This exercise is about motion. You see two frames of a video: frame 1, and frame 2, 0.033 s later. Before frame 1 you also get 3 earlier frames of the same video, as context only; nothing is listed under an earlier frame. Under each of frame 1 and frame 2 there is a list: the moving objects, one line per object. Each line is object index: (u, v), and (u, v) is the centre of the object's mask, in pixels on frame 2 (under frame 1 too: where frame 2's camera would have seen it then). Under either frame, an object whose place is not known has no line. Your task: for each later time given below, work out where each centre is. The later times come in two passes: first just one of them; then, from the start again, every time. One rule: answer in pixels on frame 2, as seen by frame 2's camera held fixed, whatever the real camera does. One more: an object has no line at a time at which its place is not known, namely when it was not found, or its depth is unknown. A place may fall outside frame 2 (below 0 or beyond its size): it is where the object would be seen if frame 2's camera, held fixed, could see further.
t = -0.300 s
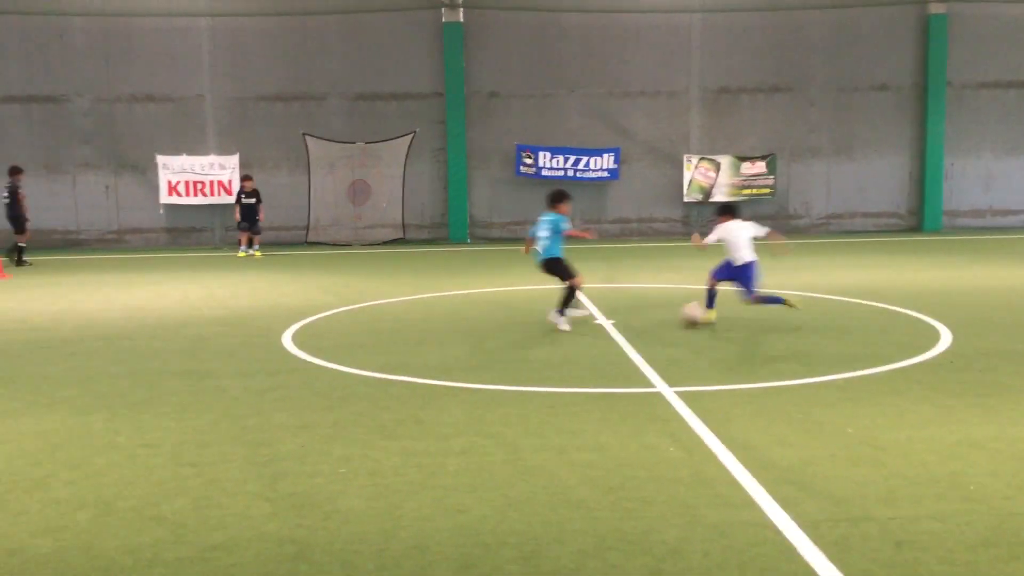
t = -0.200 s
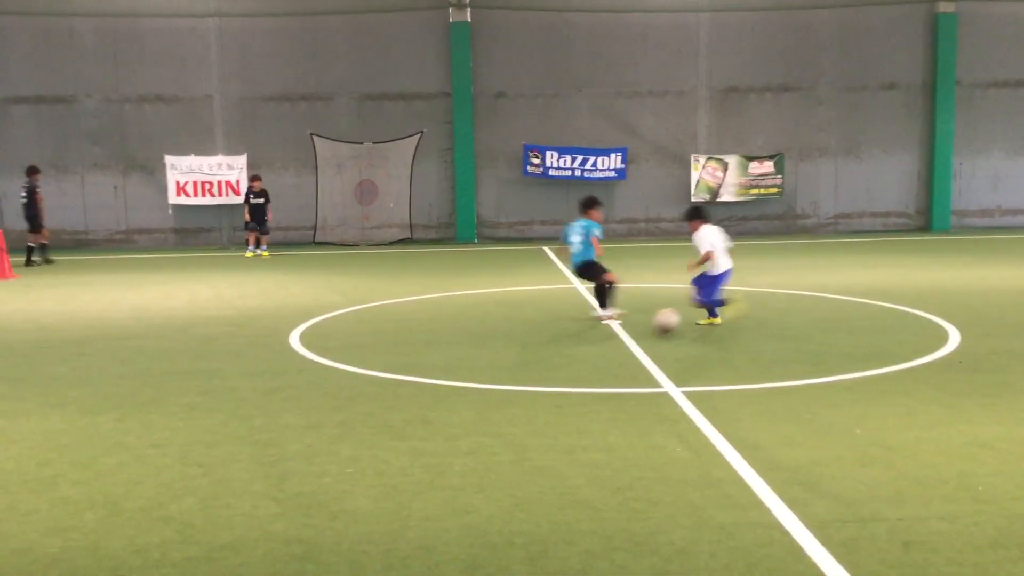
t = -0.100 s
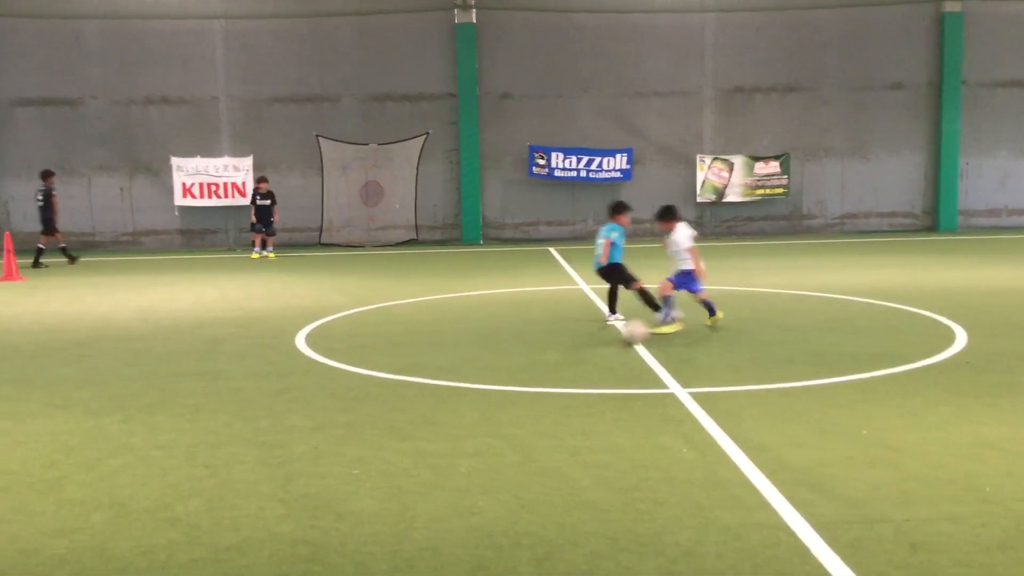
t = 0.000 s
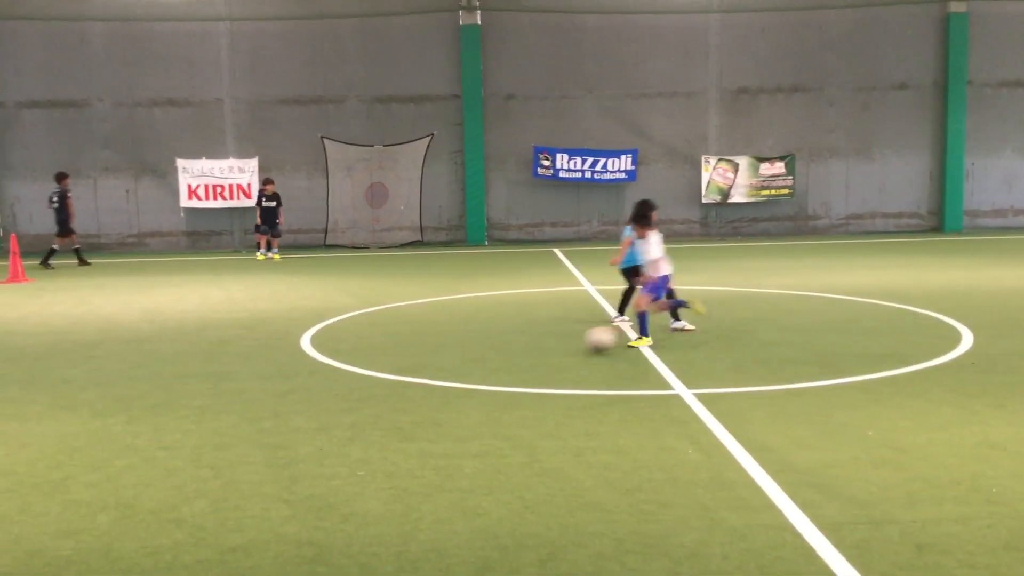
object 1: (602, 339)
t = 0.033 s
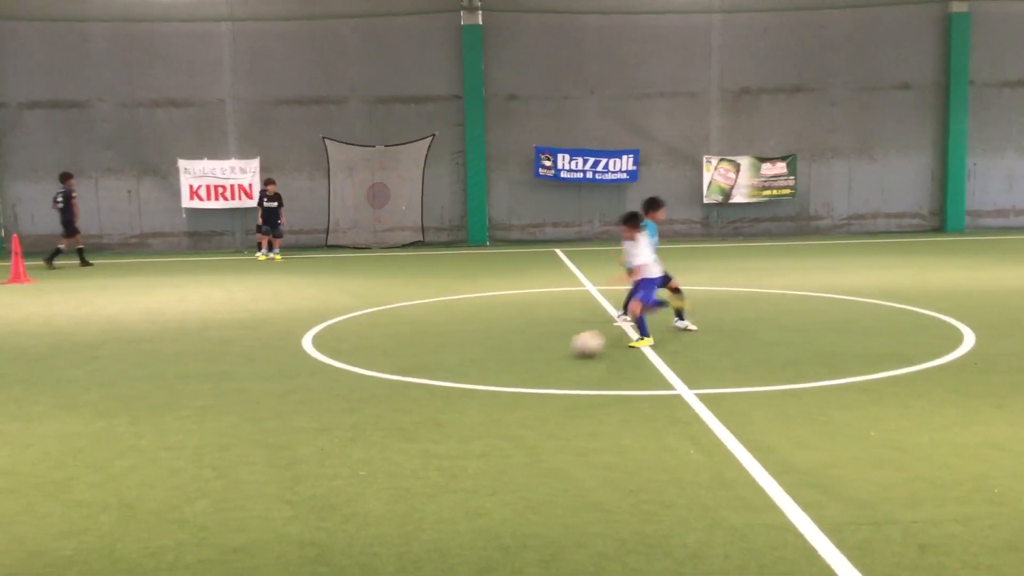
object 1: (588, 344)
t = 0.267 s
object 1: (482, 361)
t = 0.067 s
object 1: (573, 346)
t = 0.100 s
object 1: (559, 346)
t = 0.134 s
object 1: (545, 348)
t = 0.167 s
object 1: (530, 351)
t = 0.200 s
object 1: (514, 358)
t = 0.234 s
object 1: (498, 360)
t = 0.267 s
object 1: (482, 361)
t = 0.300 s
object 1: (465, 363)
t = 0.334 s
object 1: (448, 369)
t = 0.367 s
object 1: (430, 374)
